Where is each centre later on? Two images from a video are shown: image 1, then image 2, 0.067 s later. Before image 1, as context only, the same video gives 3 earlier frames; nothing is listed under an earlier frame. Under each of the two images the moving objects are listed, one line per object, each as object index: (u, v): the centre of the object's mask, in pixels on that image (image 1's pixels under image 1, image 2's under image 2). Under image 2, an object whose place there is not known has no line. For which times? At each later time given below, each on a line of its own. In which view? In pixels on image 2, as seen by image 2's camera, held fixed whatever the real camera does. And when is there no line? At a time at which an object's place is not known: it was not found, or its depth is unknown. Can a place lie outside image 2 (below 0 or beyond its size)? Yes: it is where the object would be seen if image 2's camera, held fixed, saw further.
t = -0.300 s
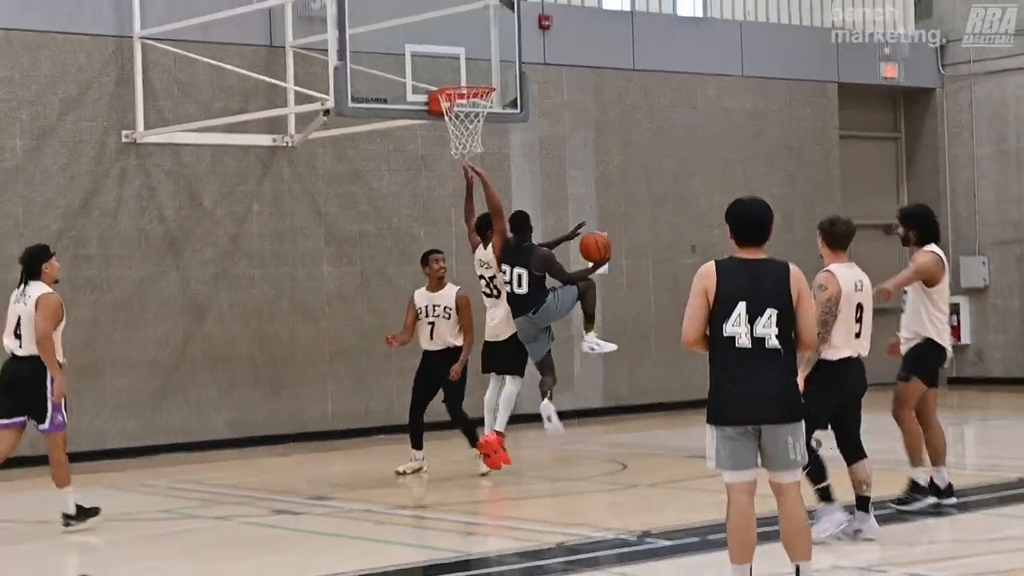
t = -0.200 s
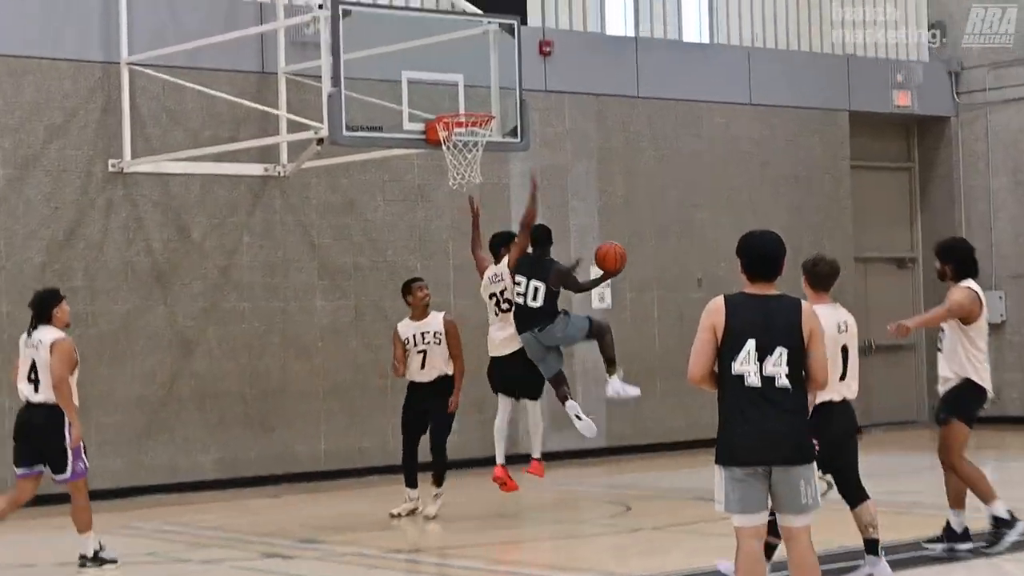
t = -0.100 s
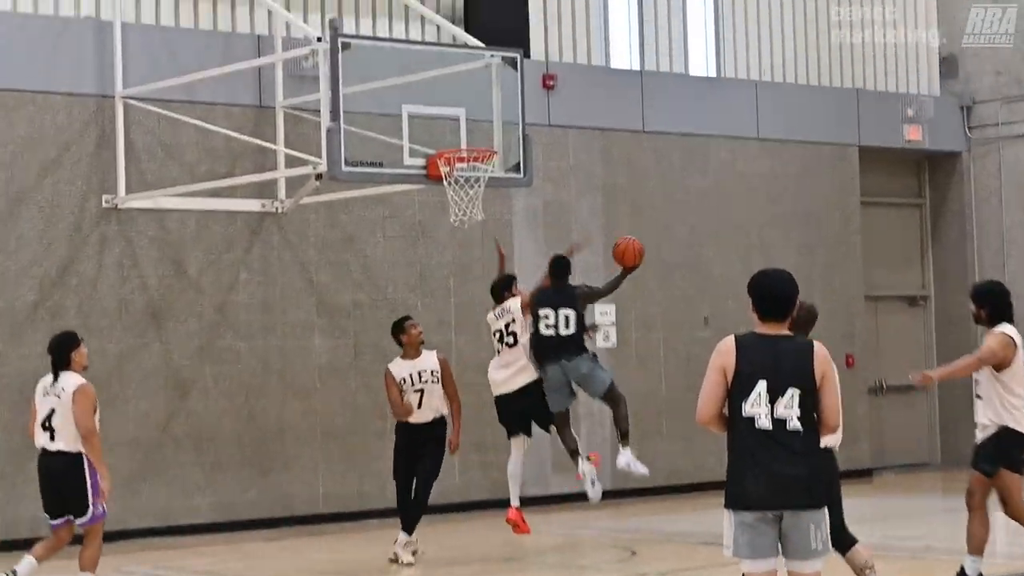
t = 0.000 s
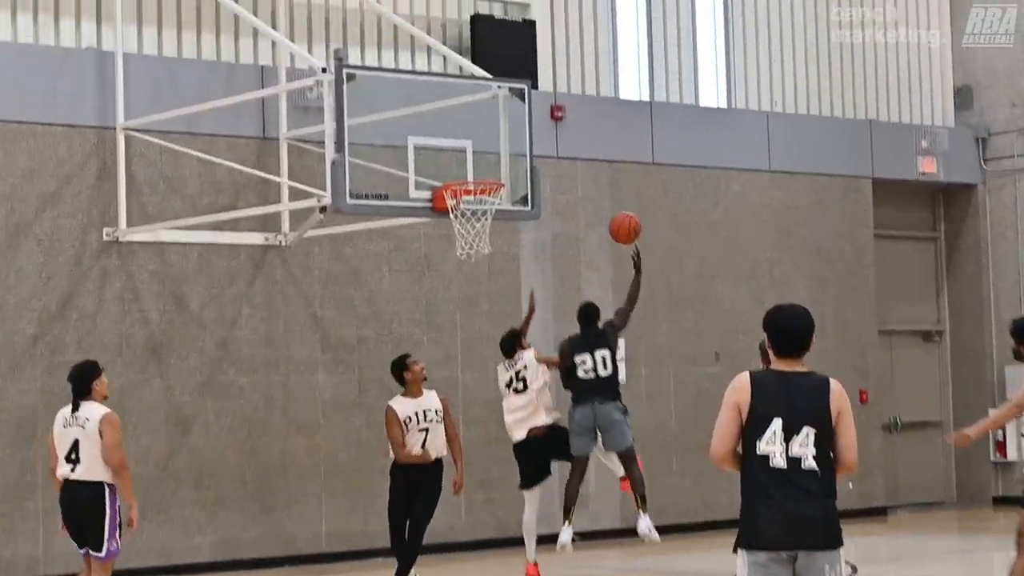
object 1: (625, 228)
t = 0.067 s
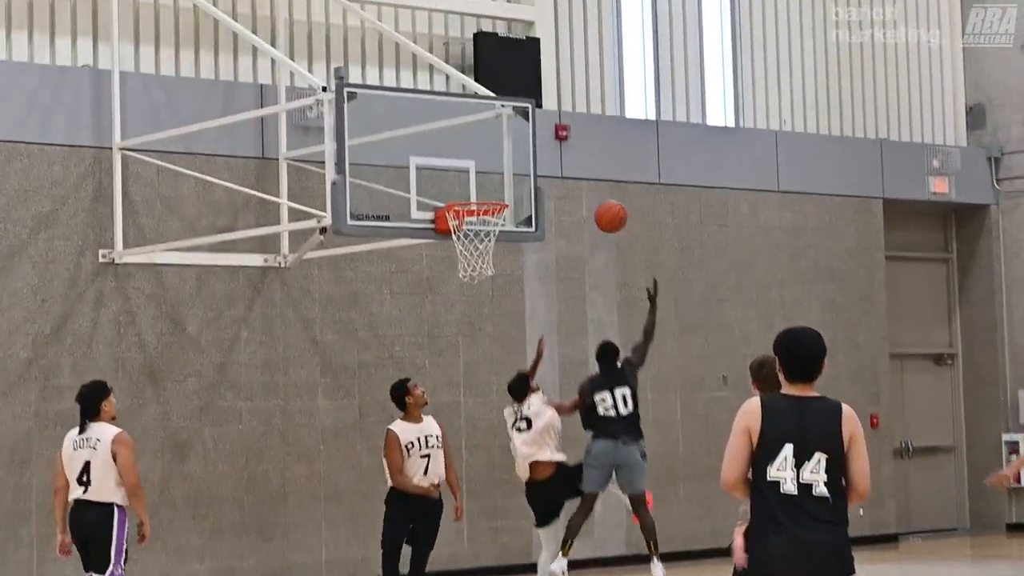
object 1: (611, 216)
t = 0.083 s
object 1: (606, 209)
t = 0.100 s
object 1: (601, 202)
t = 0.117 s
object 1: (596, 196)
